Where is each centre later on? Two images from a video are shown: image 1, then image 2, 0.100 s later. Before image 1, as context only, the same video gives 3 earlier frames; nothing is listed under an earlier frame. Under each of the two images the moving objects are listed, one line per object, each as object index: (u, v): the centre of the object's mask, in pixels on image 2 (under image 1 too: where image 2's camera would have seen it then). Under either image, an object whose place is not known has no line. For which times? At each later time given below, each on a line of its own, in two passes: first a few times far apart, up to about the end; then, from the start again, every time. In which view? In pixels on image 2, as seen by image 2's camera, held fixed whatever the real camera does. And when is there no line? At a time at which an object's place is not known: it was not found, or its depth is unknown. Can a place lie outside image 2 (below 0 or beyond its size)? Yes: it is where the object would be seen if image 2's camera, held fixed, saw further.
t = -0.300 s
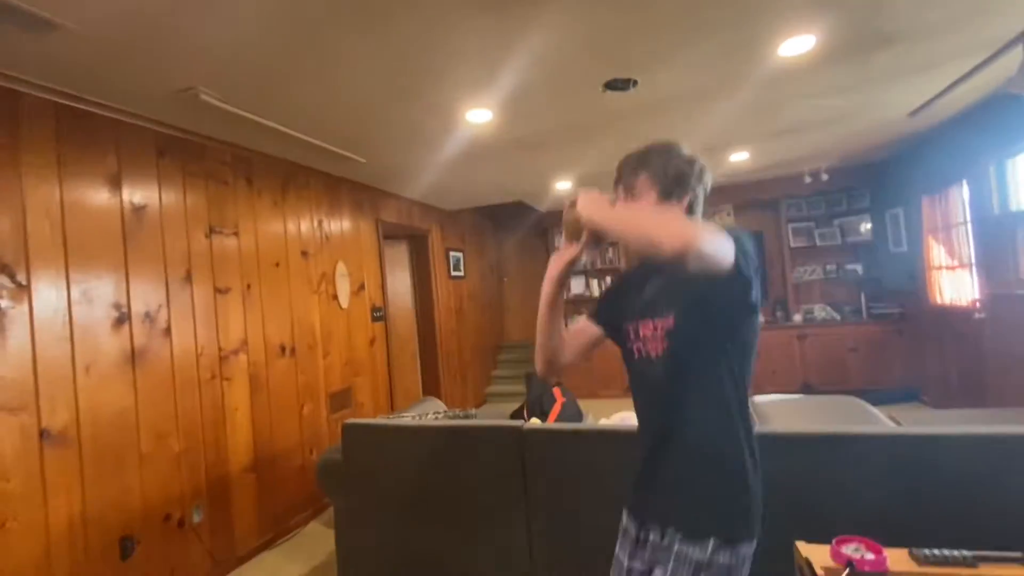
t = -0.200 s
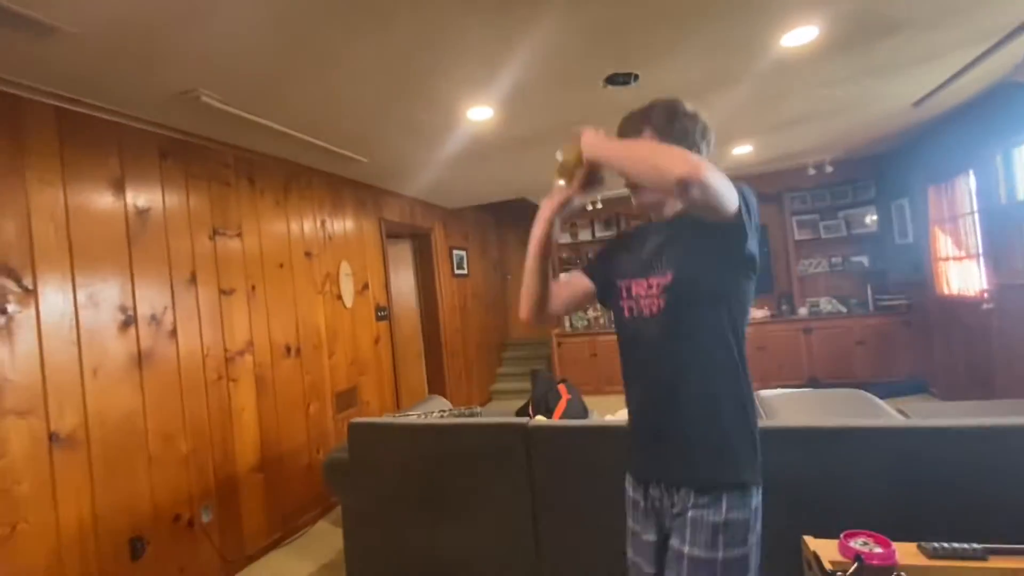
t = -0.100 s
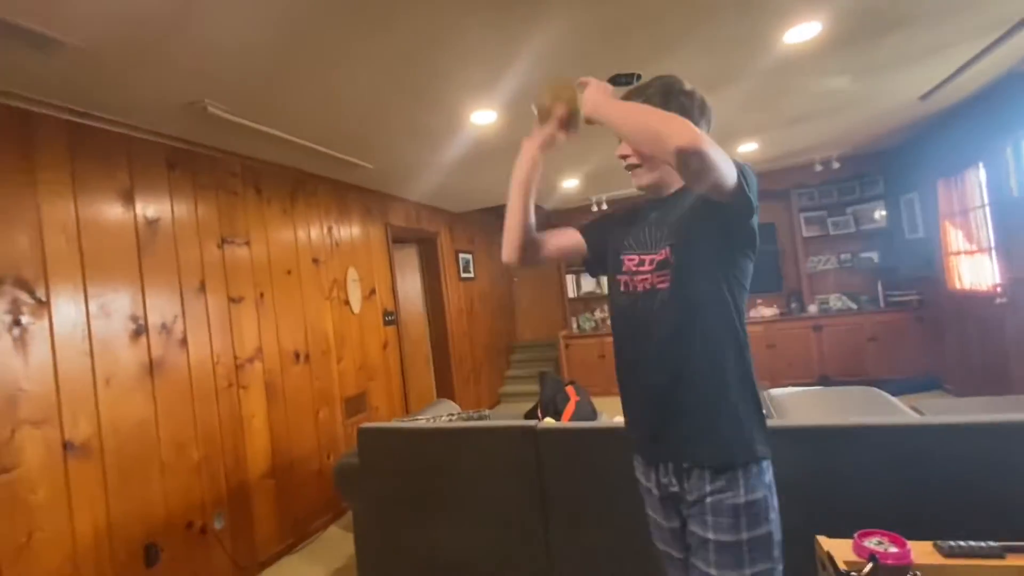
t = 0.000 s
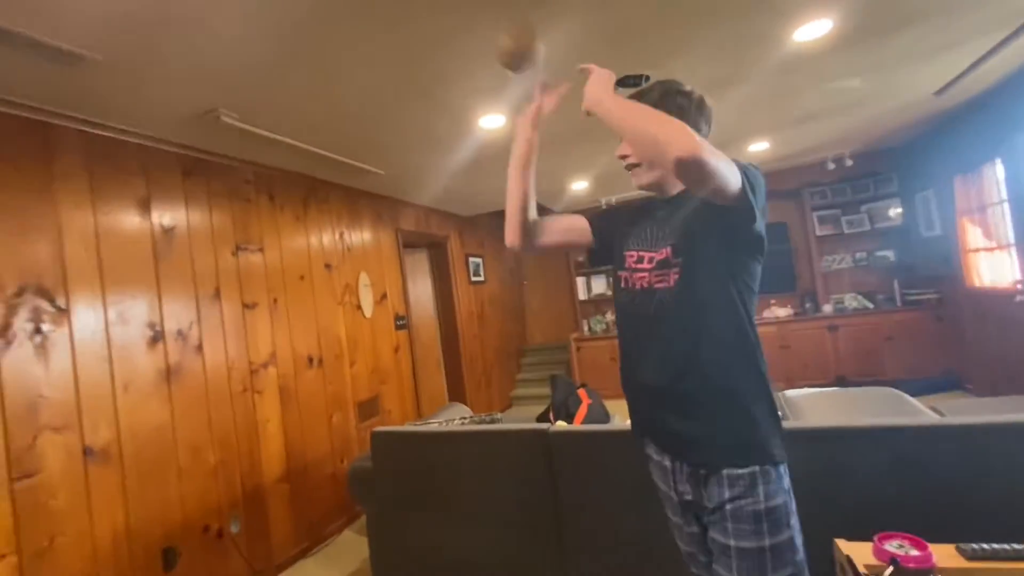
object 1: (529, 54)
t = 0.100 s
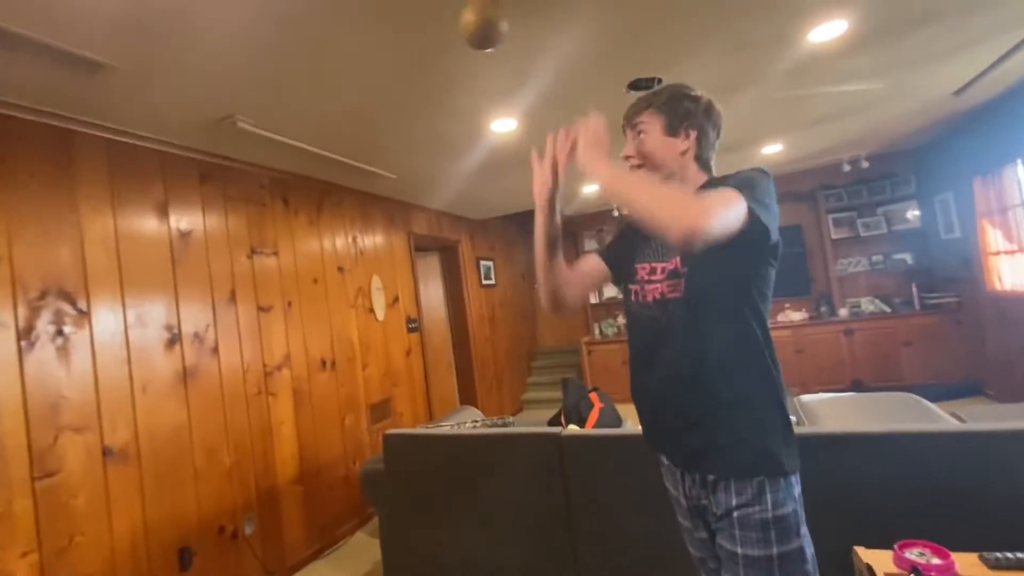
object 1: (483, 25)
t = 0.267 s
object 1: (413, 59)
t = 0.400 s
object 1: (368, 163)
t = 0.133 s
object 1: (468, 23)
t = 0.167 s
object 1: (453, 26)
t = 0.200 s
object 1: (439, 32)
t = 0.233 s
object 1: (426, 43)
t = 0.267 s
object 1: (413, 59)
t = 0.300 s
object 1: (401, 78)
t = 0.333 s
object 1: (389, 102)
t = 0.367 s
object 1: (378, 131)
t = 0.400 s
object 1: (368, 163)
